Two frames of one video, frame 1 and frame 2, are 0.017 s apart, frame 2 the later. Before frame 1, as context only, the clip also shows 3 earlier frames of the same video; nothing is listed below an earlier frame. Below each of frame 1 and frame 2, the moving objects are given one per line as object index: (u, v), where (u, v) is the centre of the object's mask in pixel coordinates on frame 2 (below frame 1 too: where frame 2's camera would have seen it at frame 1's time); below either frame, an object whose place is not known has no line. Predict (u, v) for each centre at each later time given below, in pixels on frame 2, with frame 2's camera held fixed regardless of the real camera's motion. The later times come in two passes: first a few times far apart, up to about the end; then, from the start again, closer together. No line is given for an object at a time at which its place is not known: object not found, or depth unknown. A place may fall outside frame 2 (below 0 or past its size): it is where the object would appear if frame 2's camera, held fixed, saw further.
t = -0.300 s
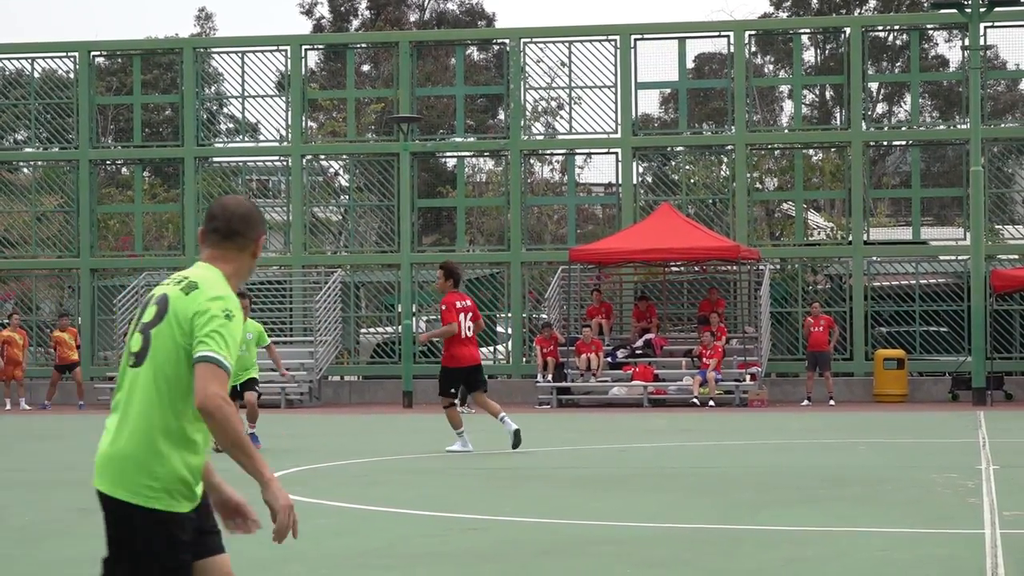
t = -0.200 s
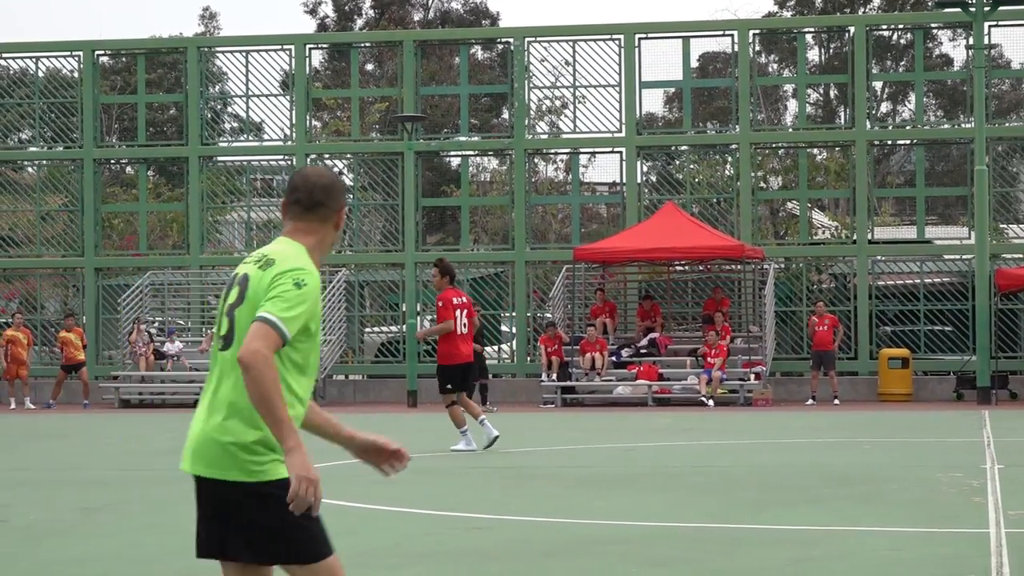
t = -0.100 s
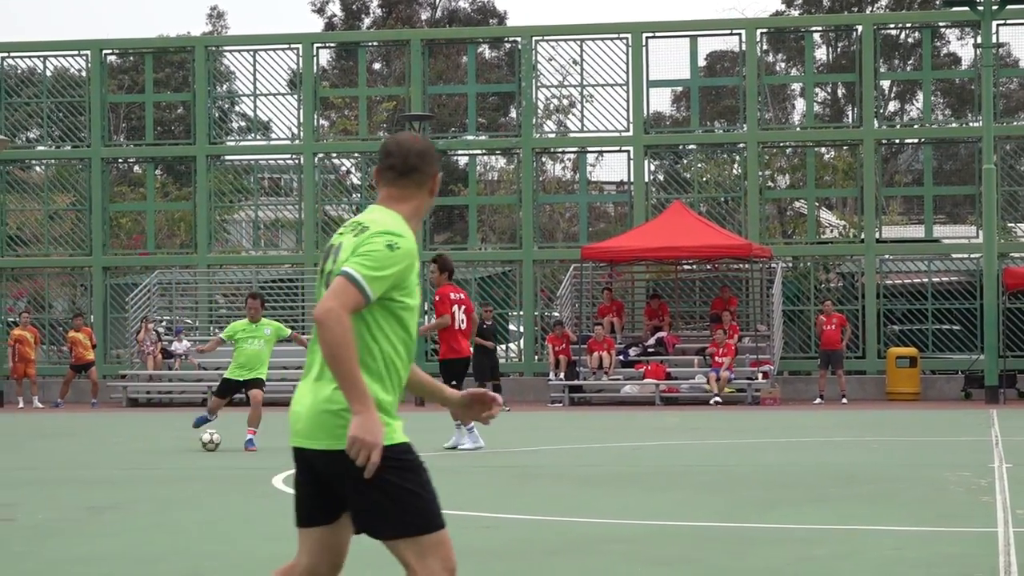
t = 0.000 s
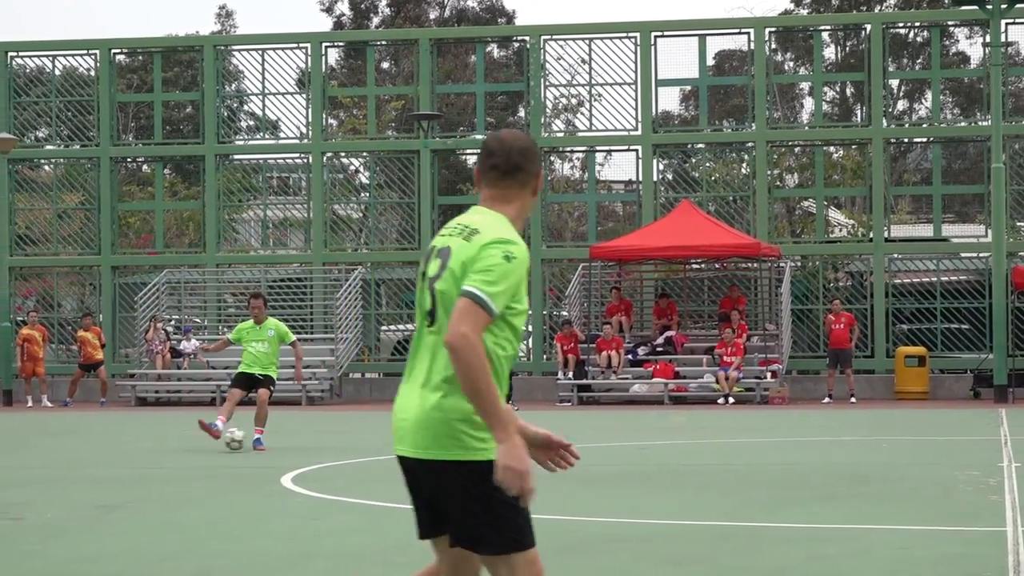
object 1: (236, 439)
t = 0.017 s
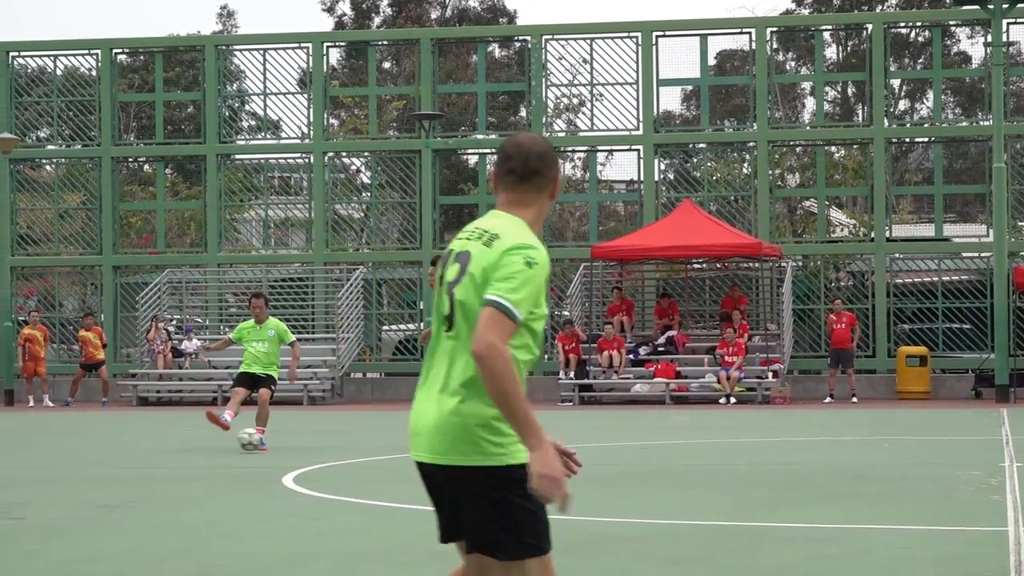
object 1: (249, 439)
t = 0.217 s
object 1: (415, 452)
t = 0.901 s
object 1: (1118, 503)
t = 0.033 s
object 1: (262, 440)
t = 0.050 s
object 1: (275, 441)
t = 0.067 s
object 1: (288, 443)
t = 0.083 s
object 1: (303, 445)
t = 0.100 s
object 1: (316, 446)
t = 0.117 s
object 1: (329, 446)
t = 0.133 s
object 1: (343, 446)
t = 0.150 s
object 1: (358, 447)
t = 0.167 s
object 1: (372, 448)
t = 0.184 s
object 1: (386, 449)
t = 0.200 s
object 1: (401, 451)
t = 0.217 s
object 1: (415, 452)
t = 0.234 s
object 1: (430, 452)
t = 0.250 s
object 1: (446, 453)
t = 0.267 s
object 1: (460, 455)
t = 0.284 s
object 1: (476, 456)
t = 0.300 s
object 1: (492, 458)
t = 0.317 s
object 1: (508, 459)
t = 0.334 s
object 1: (523, 459)
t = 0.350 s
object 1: (539, 460)
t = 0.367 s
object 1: (555, 461)
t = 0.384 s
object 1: (572, 463)
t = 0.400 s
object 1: (588, 465)
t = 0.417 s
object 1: (604, 465)
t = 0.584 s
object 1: (761, 475)
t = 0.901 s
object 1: (1118, 503)
